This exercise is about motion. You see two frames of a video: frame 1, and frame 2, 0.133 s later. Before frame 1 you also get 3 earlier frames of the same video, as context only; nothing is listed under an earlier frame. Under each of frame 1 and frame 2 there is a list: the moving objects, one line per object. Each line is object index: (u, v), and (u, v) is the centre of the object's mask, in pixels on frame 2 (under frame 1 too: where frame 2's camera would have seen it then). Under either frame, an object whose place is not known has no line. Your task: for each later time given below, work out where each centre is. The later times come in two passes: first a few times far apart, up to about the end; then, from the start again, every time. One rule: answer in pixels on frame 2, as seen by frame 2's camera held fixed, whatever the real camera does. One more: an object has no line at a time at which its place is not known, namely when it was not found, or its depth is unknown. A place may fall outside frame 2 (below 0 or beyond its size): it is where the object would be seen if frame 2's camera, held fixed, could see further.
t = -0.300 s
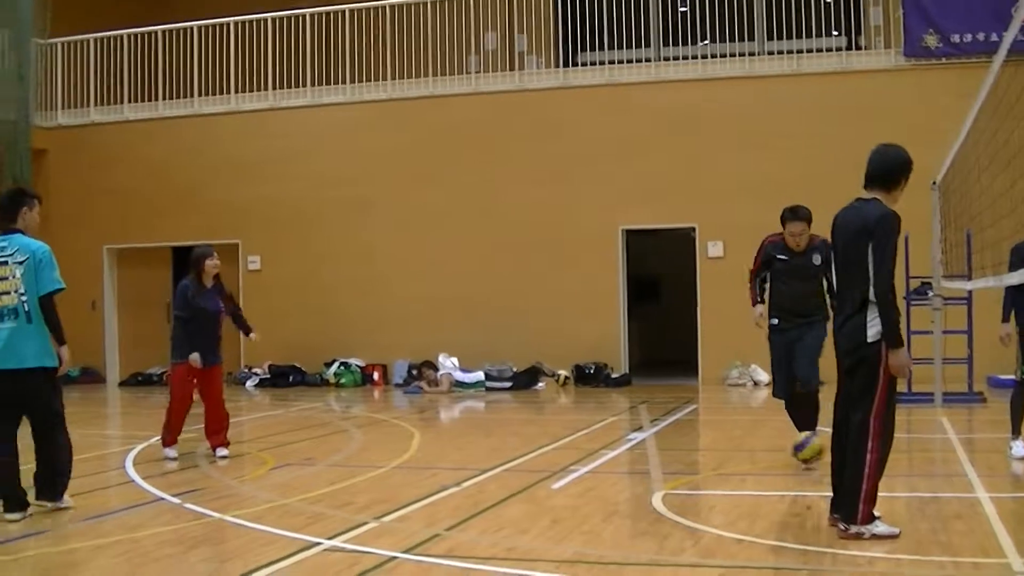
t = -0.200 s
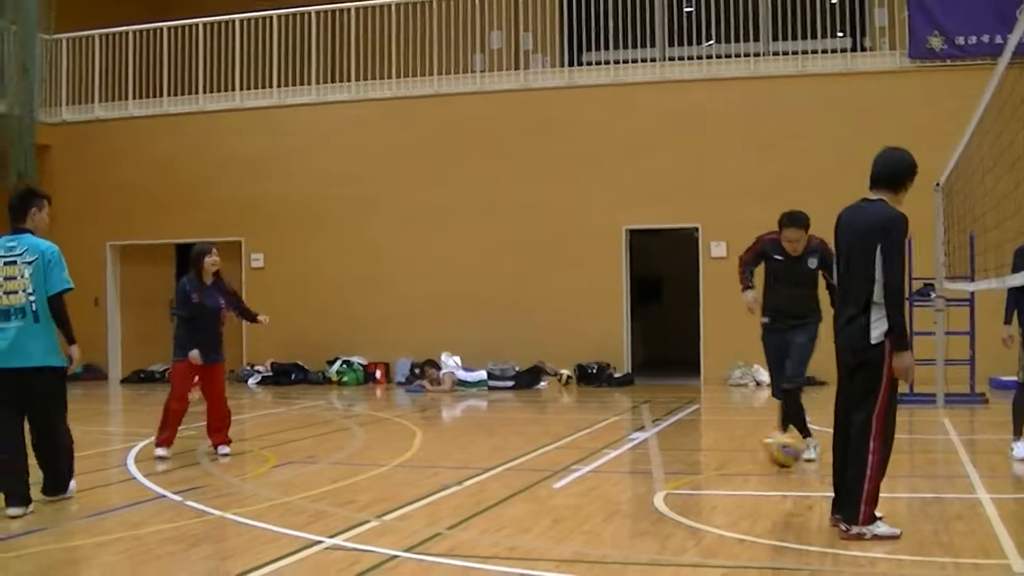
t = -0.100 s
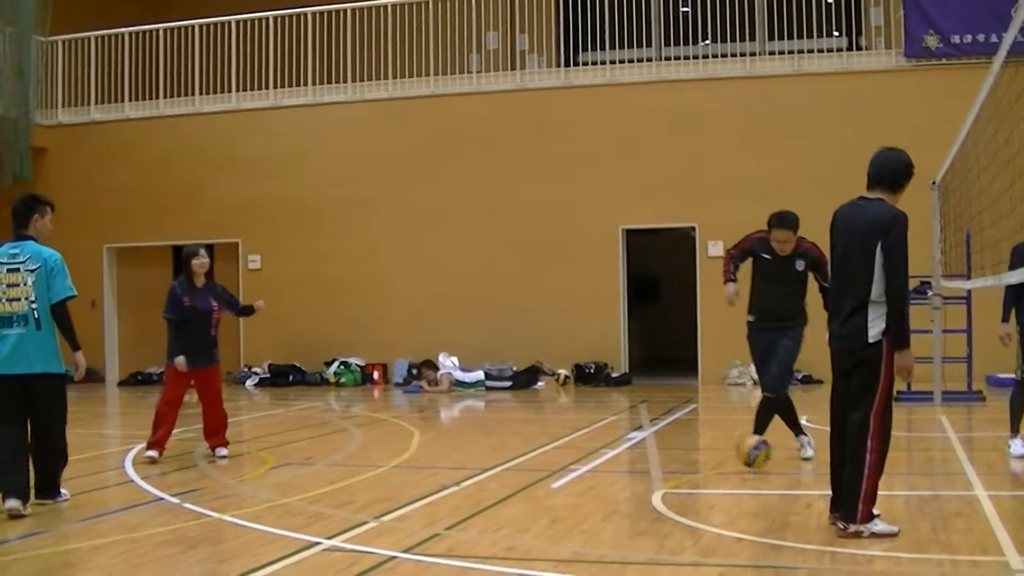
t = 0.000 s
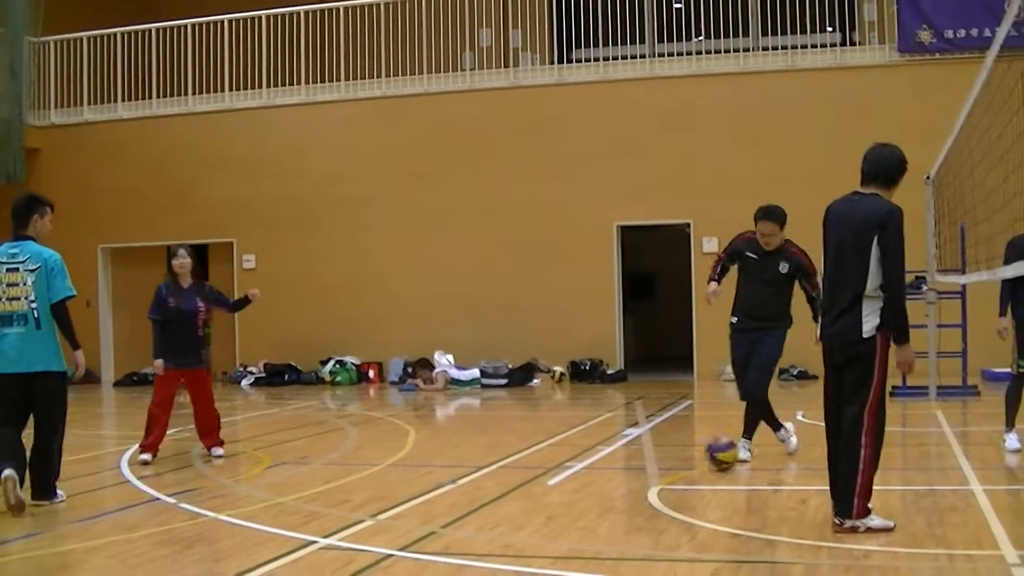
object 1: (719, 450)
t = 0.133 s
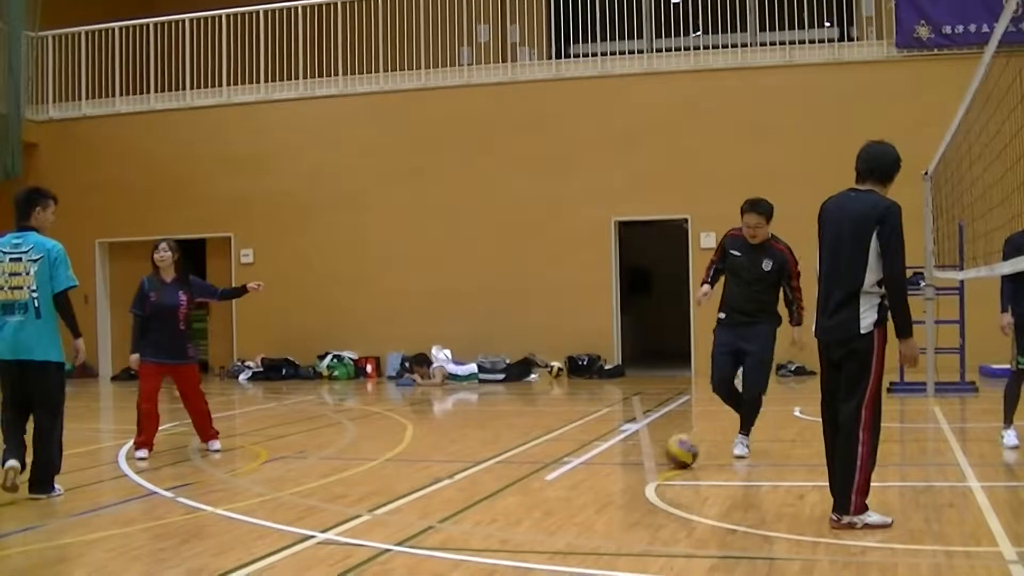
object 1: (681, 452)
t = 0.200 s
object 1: (662, 451)
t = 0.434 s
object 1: (596, 455)
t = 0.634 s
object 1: (539, 460)
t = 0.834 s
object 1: (480, 462)
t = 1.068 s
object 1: (412, 464)
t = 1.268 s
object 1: (353, 467)
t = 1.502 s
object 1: (286, 469)
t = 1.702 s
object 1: (231, 470)
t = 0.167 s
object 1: (672, 452)
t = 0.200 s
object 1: (662, 451)
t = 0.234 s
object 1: (653, 452)
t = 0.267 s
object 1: (645, 454)
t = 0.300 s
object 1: (635, 453)
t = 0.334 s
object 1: (625, 453)
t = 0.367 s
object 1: (615, 455)
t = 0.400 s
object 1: (604, 454)
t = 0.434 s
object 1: (596, 455)
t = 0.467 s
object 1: (586, 456)
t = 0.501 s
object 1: (576, 457)
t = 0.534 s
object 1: (567, 456)
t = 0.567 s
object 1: (558, 458)
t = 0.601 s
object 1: (548, 458)
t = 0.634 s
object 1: (539, 460)
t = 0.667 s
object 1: (529, 460)
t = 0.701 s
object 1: (519, 460)
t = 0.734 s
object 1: (509, 460)
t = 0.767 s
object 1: (499, 461)
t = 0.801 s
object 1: (490, 461)
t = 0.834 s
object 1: (480, 462)
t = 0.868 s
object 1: (470, 463)
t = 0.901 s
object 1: (460, 463)
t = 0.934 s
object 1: (451, 463)
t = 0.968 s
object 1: (442, 464)
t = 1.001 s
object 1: (432, 464)
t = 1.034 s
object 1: (422, 464)
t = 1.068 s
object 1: (412, 464)
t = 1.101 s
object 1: (401, 465)
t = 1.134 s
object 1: (392, 465)
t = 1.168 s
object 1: (382, 465)
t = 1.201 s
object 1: (372, 466)
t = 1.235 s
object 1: (363, 467)
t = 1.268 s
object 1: (353, 467)
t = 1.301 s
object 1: (343, 467)
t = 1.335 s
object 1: (335, 468)
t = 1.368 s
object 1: (325, 469)
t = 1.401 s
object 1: (315, 469)
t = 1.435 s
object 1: (306, 469)
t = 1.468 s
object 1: (296, 469)
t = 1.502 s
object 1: (286, 469)
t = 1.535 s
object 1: (275, 470)
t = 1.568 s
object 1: (267, 470)
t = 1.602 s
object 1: (258, 470)
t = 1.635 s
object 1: (249, 471)
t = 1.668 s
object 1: (240, 470)
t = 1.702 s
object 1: (231, 470)
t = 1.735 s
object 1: (222, 471)
